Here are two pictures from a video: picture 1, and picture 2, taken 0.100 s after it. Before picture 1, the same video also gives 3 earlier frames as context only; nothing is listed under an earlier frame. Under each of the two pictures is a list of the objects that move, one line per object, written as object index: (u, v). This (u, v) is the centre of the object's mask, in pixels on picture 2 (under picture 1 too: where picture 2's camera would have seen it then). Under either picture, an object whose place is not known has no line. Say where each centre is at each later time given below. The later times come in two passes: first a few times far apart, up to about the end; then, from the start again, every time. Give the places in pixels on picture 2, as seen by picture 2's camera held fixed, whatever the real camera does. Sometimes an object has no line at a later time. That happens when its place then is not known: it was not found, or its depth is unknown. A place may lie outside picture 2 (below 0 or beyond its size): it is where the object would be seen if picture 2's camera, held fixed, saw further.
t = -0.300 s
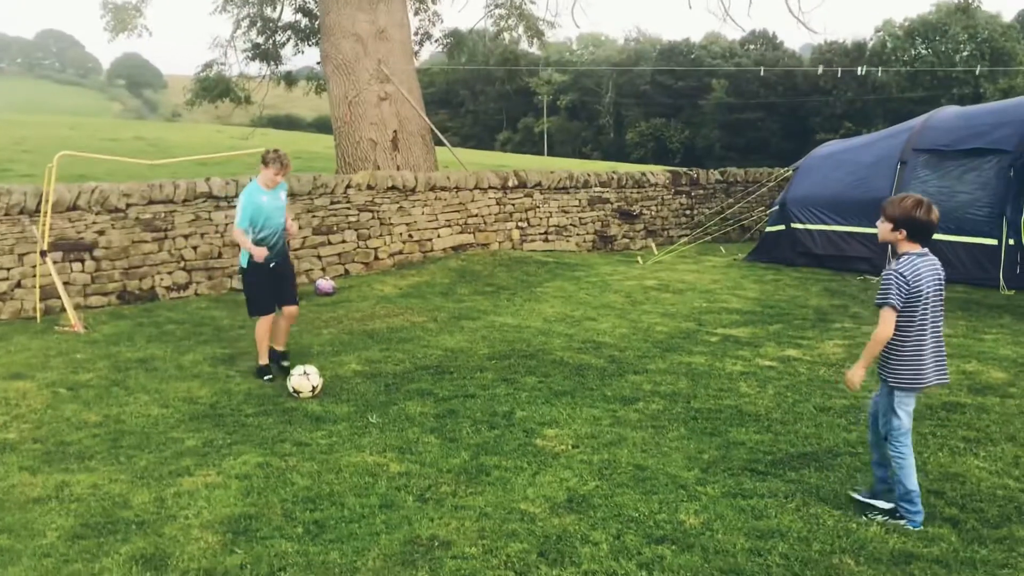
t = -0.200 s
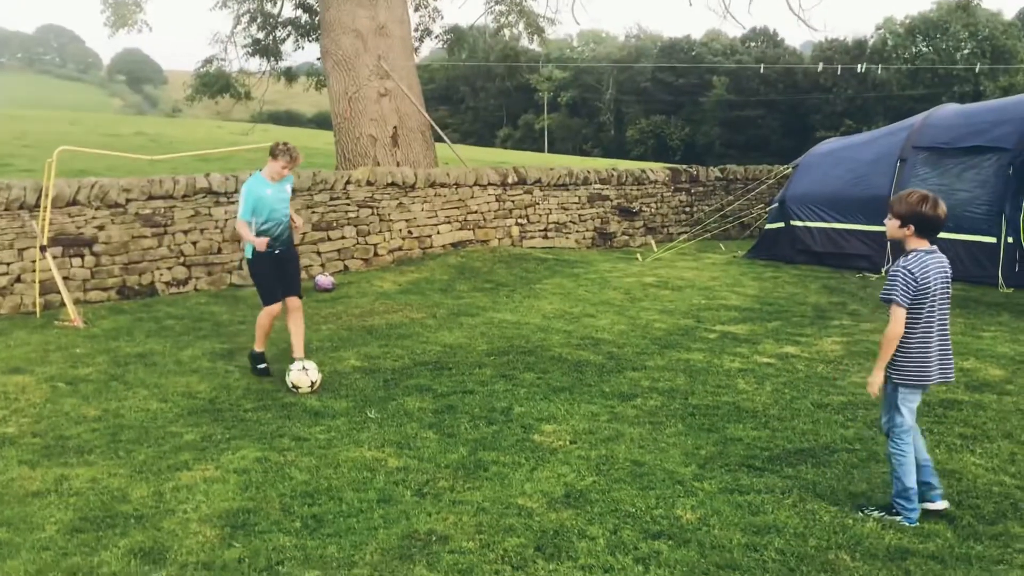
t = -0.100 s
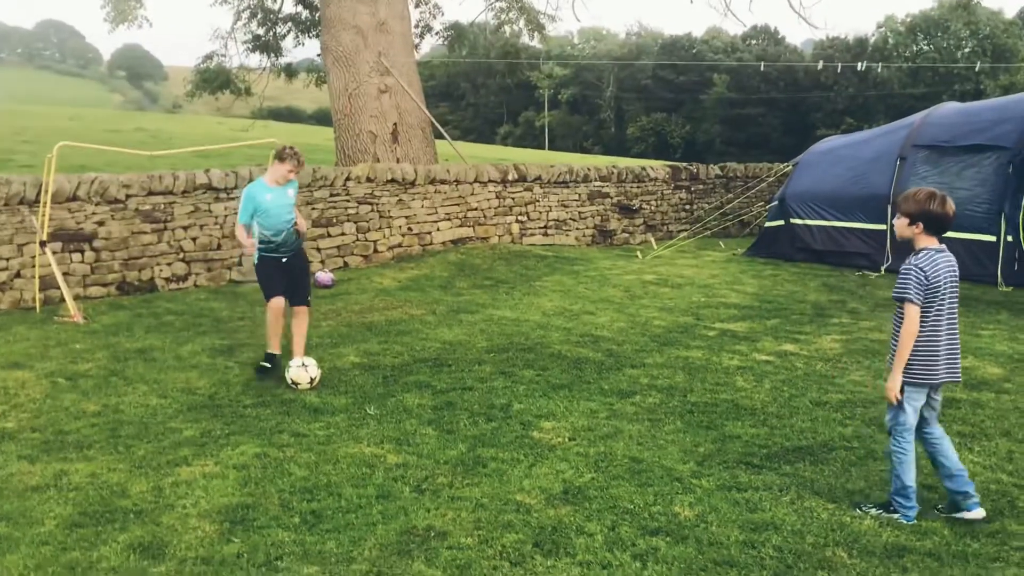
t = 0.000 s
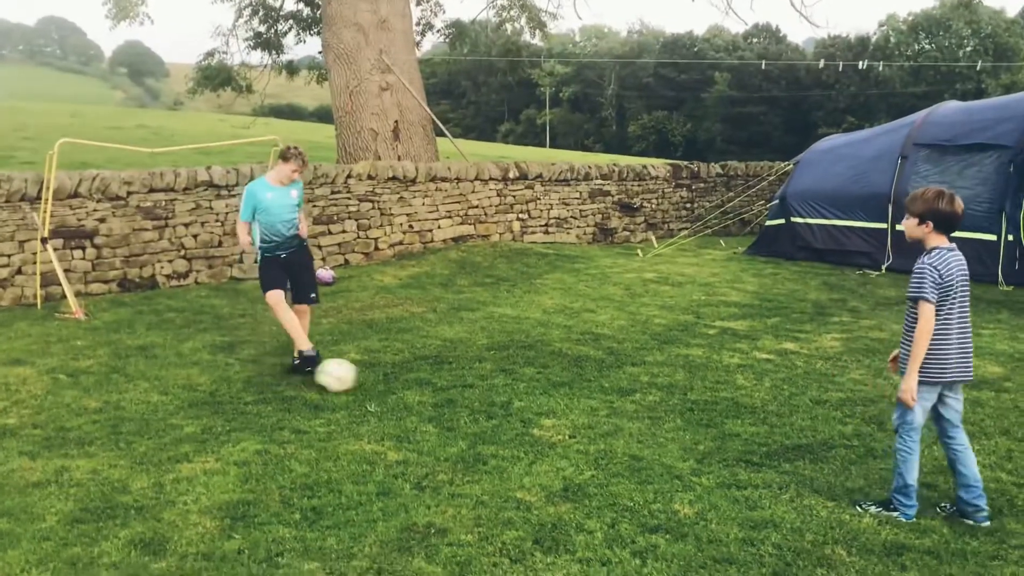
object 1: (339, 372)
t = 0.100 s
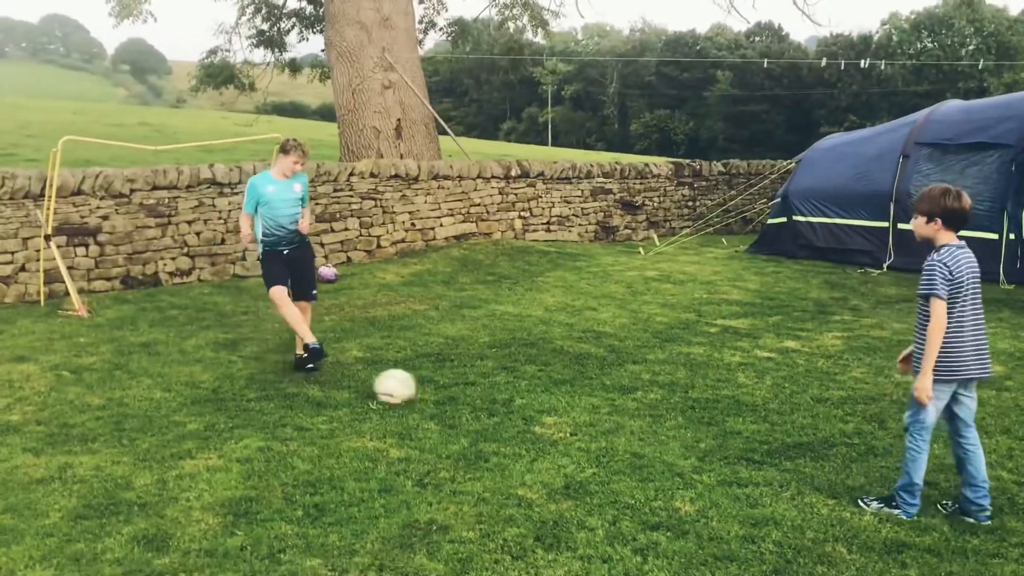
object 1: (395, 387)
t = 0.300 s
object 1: (489, 412)
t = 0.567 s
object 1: (612, 426)
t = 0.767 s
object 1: (711, 444)
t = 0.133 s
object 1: (410, 387)
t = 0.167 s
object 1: (424, 388)
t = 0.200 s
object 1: (440, 391)
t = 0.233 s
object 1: (456, 397)
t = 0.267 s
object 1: (472, 404)
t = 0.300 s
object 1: (489, 412)
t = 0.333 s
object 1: (505, 414)
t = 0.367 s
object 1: (518, 410)
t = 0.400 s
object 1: (533, 408)
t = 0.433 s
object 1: (548, 407)
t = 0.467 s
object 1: (563, 408)
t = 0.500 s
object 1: (579, 412)
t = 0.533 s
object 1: (595, 417)
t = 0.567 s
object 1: (612, 426)
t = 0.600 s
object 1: (628, 434)
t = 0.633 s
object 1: (645, 440)
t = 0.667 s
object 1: (660, 438)
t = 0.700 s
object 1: (677, 438)
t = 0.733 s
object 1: (694, 439)
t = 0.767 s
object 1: (711, 444)
